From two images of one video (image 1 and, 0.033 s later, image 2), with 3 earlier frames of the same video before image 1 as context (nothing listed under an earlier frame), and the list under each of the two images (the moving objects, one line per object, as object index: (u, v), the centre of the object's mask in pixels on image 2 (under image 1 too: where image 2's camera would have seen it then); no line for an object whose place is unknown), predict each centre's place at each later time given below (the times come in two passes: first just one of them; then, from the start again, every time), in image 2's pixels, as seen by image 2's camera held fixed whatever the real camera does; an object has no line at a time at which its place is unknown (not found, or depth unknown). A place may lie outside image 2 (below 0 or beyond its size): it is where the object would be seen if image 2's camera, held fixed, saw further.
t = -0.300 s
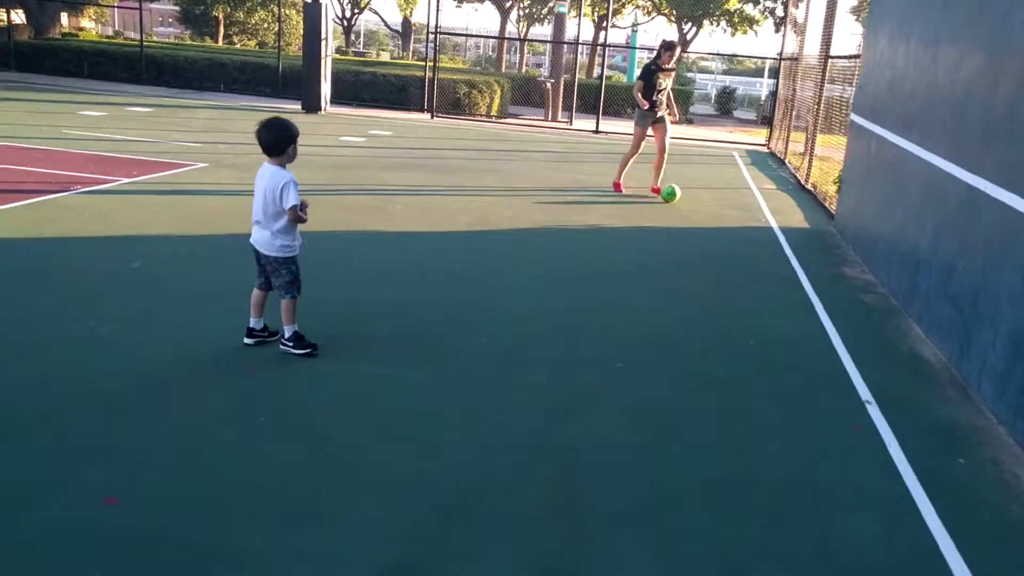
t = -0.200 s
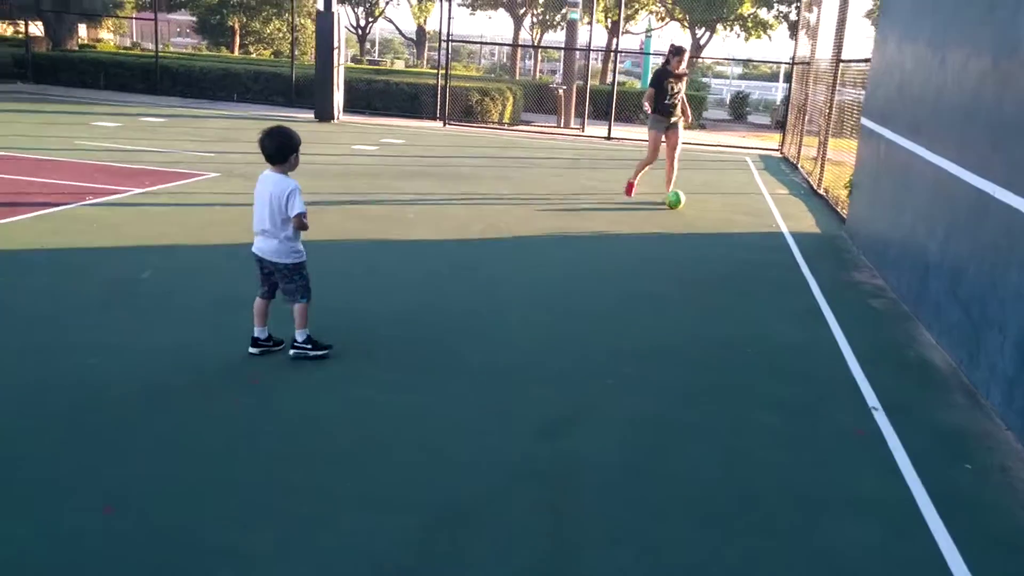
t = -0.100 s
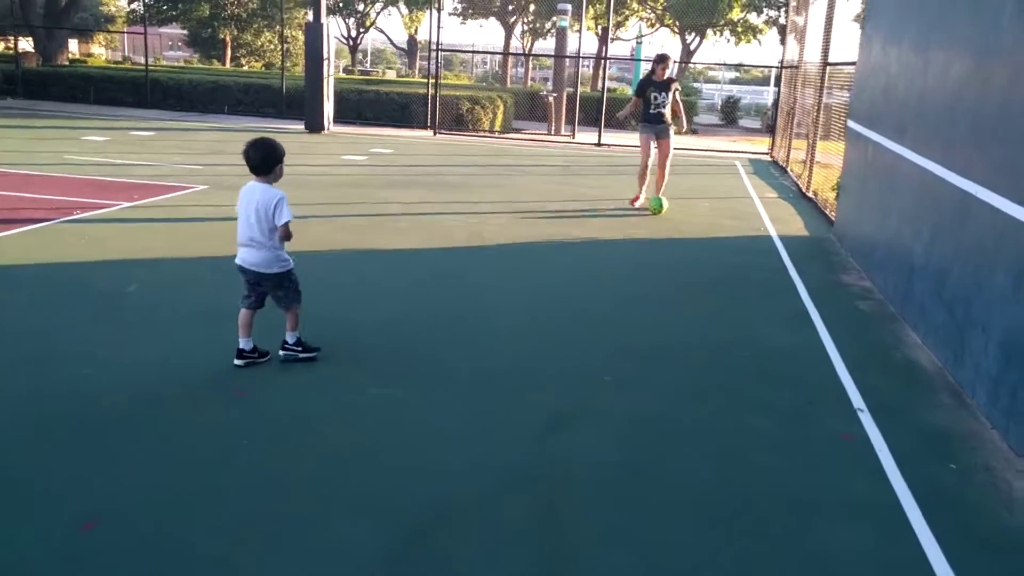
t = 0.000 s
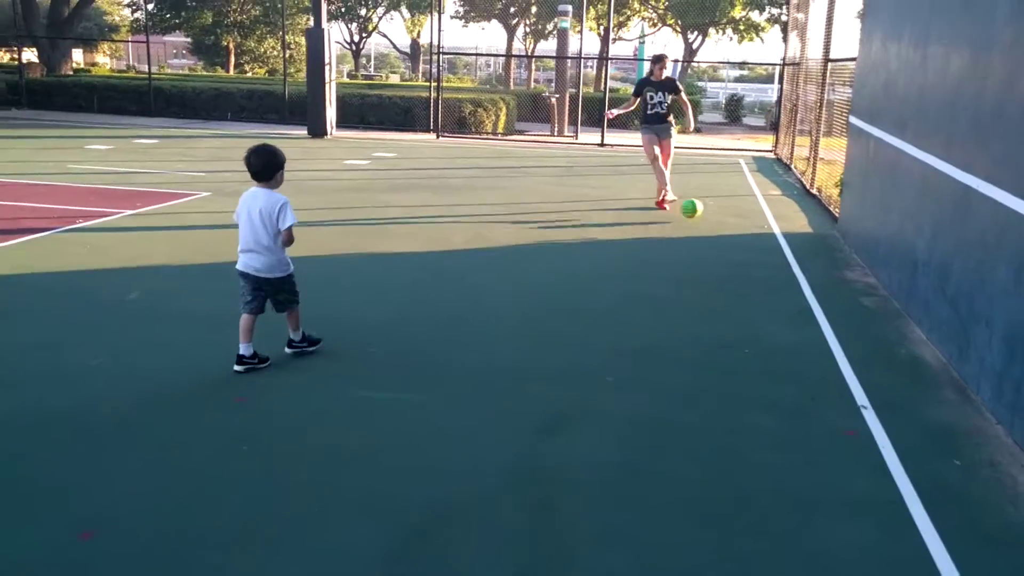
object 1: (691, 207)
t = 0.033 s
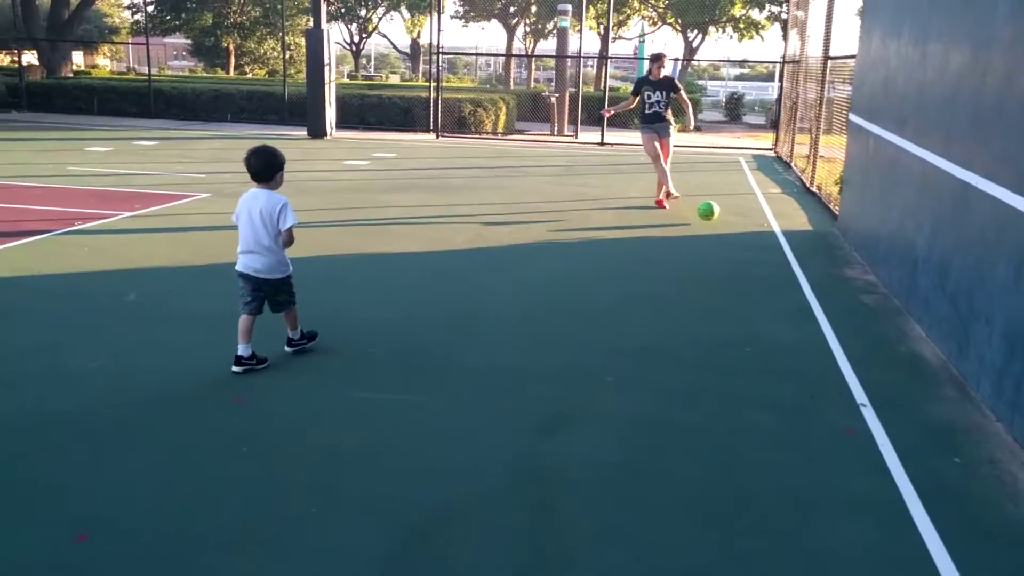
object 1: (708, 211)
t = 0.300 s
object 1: (845, 239)
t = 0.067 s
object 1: (725, 216)
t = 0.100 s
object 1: (742, 220)
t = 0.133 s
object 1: (758, 222)
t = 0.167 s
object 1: (775, 223)
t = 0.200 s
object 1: (793, 228)
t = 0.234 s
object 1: (811, 234)
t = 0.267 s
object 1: (826, 235)
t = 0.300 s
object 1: (845, 239)
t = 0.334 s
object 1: (842, 238)
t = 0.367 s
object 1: (831, 238)
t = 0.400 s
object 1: (820, 240)
